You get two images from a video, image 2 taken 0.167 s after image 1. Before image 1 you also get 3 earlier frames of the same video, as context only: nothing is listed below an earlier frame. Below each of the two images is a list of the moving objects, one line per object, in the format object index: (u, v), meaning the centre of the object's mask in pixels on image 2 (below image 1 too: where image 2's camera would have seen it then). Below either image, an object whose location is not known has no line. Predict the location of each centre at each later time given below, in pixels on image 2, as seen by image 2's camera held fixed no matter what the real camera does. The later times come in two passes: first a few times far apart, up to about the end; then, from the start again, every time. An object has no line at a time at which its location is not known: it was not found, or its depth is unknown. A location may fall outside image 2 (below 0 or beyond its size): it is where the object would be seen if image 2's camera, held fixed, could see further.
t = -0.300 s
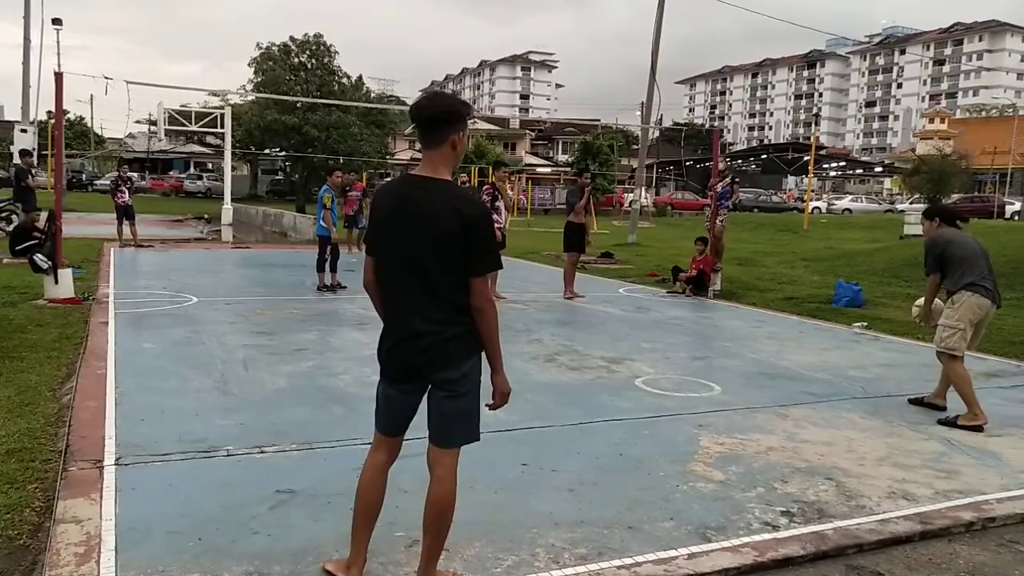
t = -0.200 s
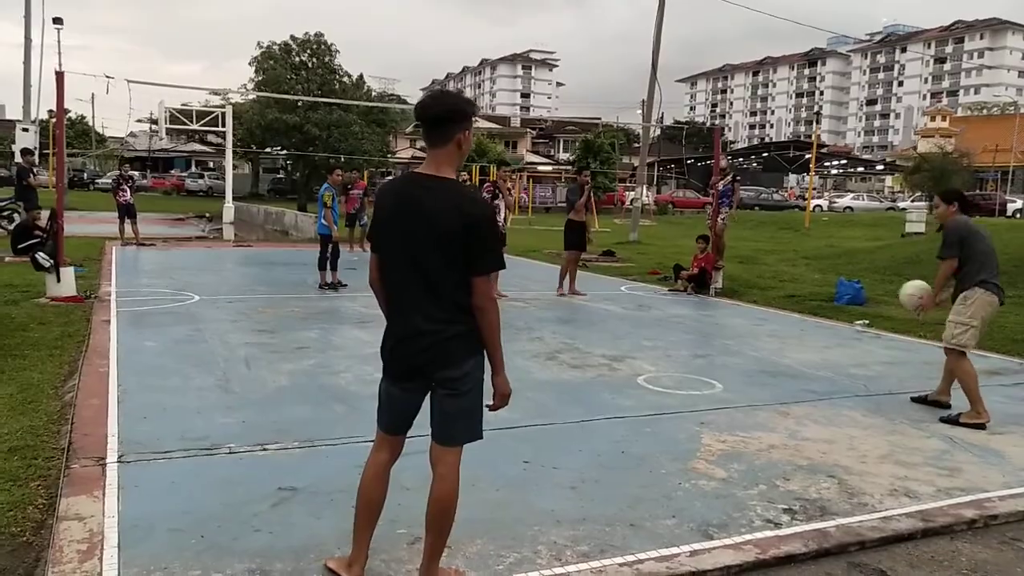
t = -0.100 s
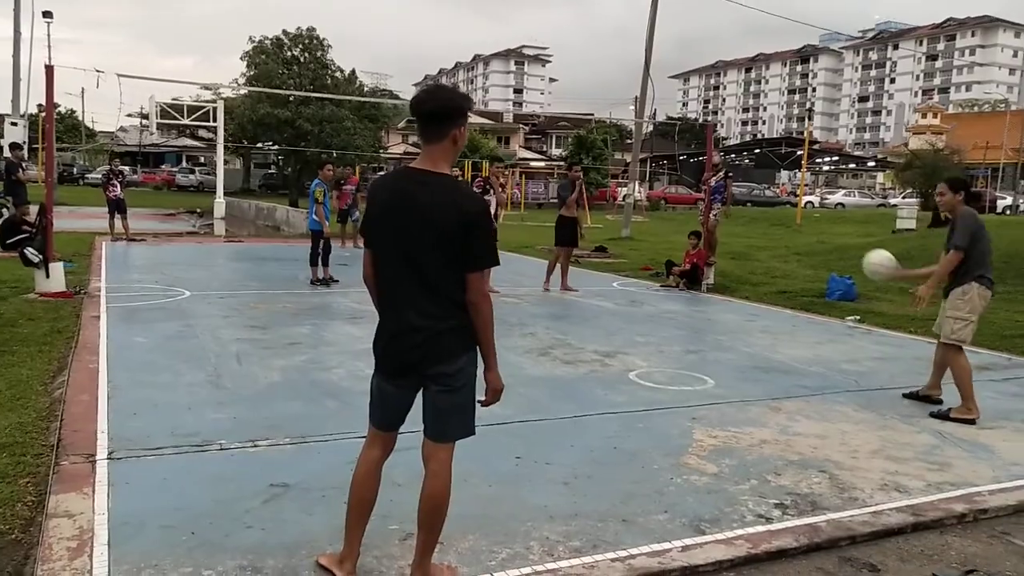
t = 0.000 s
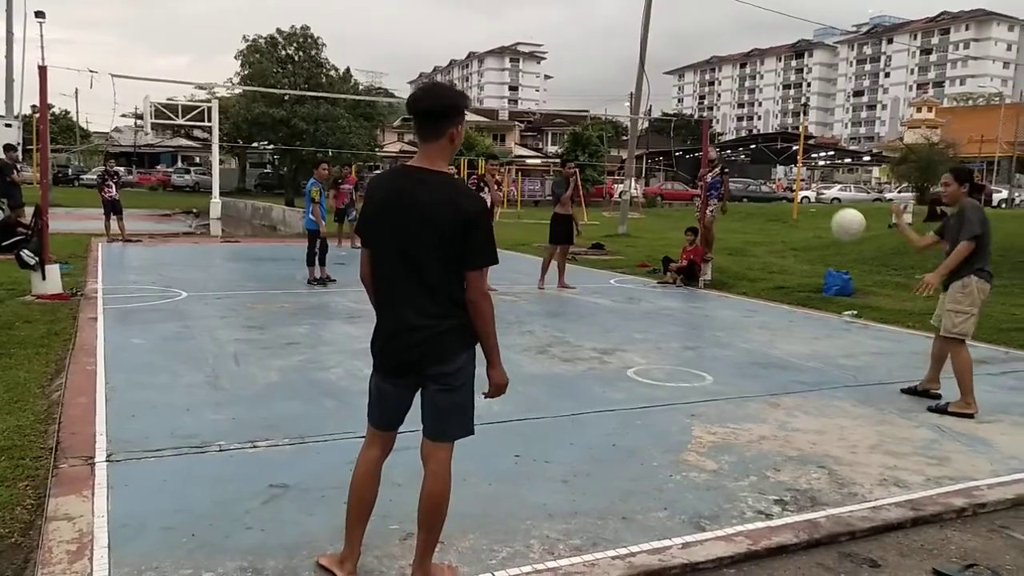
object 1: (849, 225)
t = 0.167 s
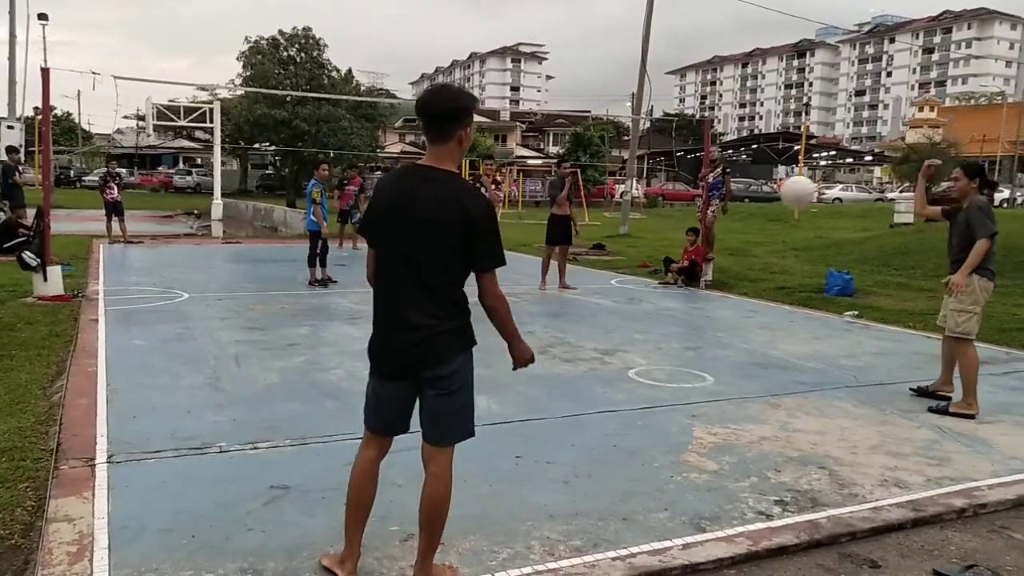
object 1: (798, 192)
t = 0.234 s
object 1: (775, 190)
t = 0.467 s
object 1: (684, 245)
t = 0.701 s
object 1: (581, 403)
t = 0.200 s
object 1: (786, 191)
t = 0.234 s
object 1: (775, 190)
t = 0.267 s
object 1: (762, 193)
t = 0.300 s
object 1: (751, 197)
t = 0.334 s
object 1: (738, 203)
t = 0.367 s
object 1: (725, 211)
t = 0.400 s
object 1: (712, 220)
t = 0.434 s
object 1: (699, 232)
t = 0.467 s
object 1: (684, 245)
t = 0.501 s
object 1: (669, 262)
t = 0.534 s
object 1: (655, 279)
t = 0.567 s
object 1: (641, 299)
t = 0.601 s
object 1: (626, 323)
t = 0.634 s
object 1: (611, 346)
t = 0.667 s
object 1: (597, 374)
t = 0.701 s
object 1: (581, 403)
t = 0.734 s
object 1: (568, 414)
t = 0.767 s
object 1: (559, 394)
